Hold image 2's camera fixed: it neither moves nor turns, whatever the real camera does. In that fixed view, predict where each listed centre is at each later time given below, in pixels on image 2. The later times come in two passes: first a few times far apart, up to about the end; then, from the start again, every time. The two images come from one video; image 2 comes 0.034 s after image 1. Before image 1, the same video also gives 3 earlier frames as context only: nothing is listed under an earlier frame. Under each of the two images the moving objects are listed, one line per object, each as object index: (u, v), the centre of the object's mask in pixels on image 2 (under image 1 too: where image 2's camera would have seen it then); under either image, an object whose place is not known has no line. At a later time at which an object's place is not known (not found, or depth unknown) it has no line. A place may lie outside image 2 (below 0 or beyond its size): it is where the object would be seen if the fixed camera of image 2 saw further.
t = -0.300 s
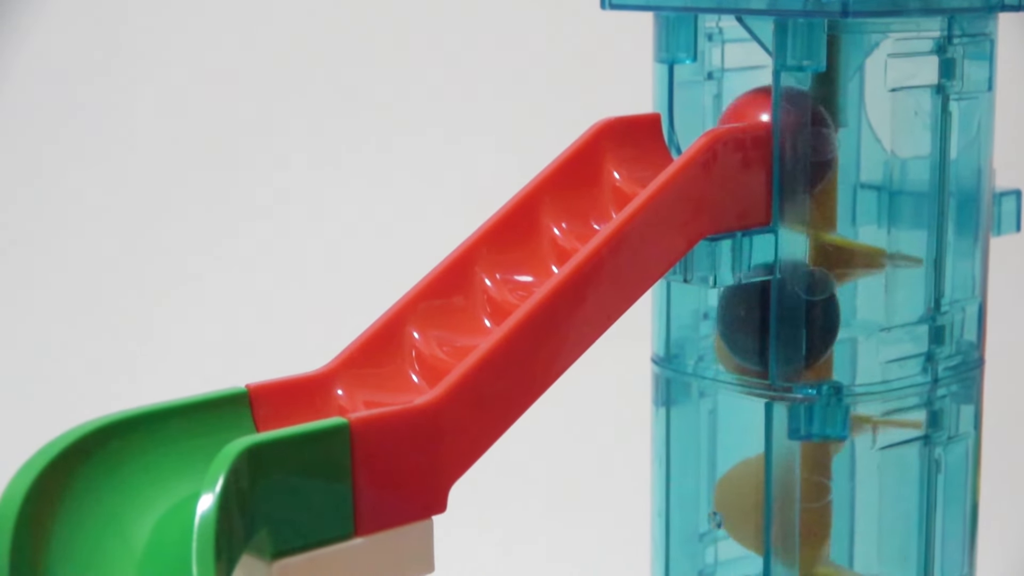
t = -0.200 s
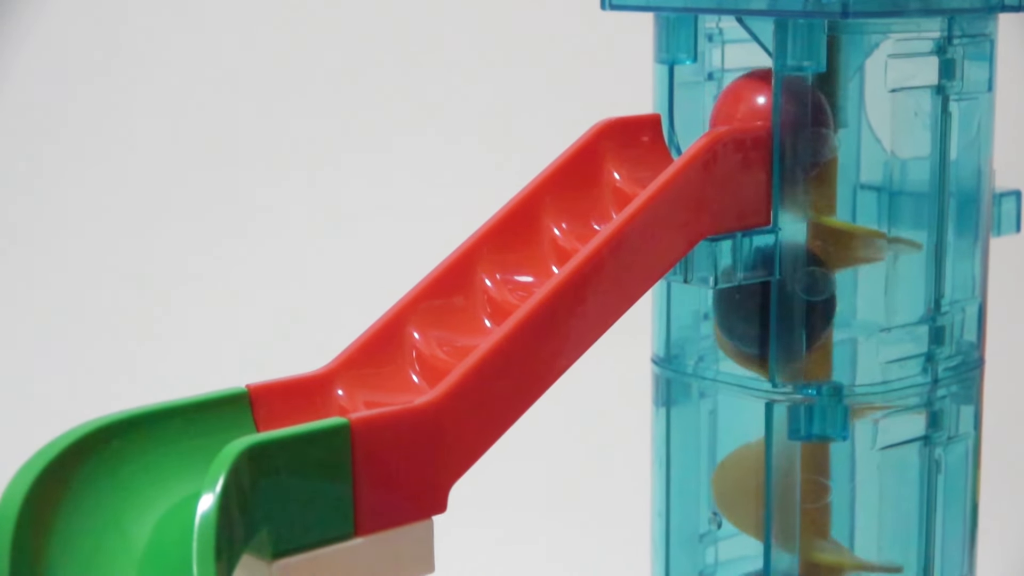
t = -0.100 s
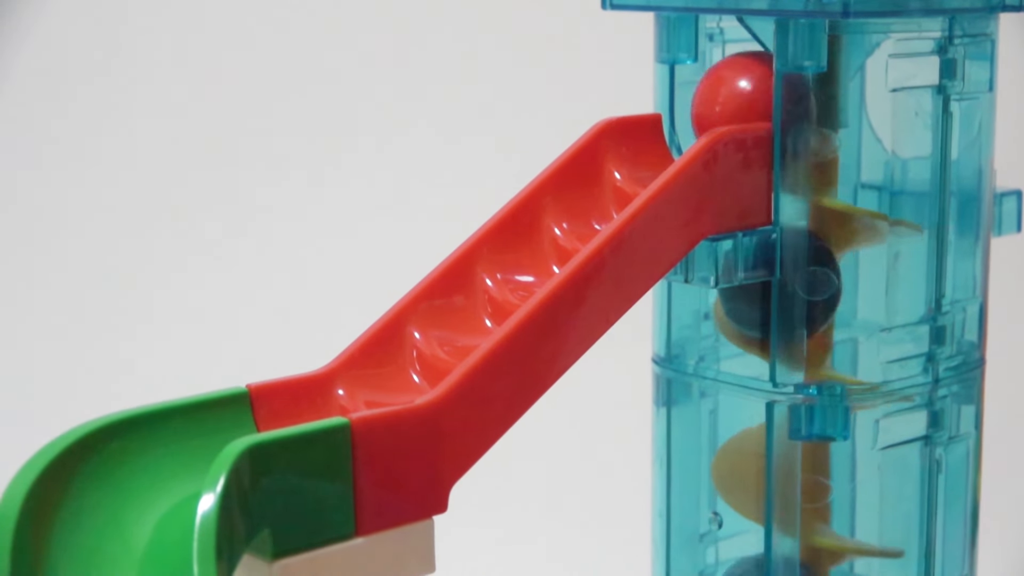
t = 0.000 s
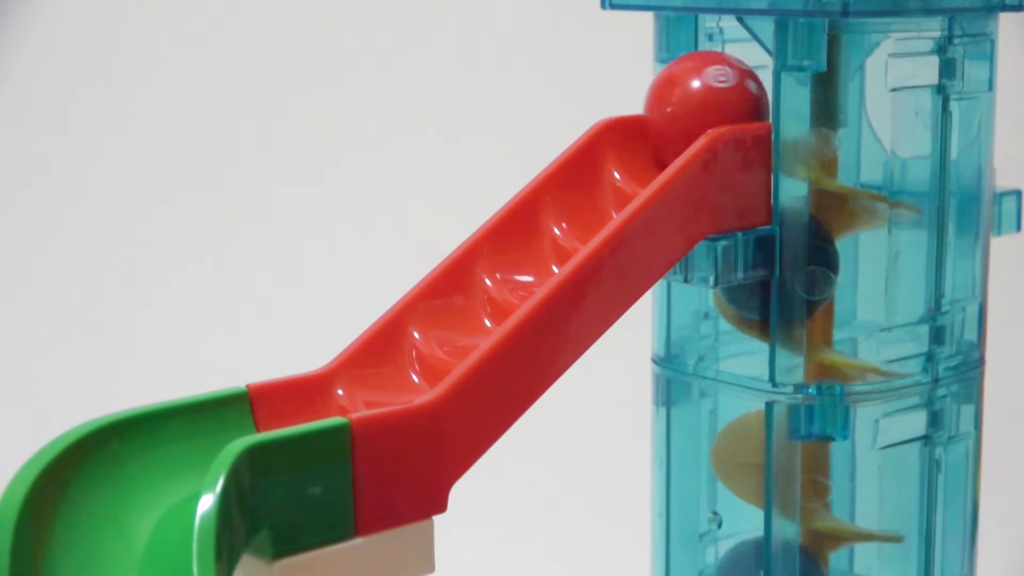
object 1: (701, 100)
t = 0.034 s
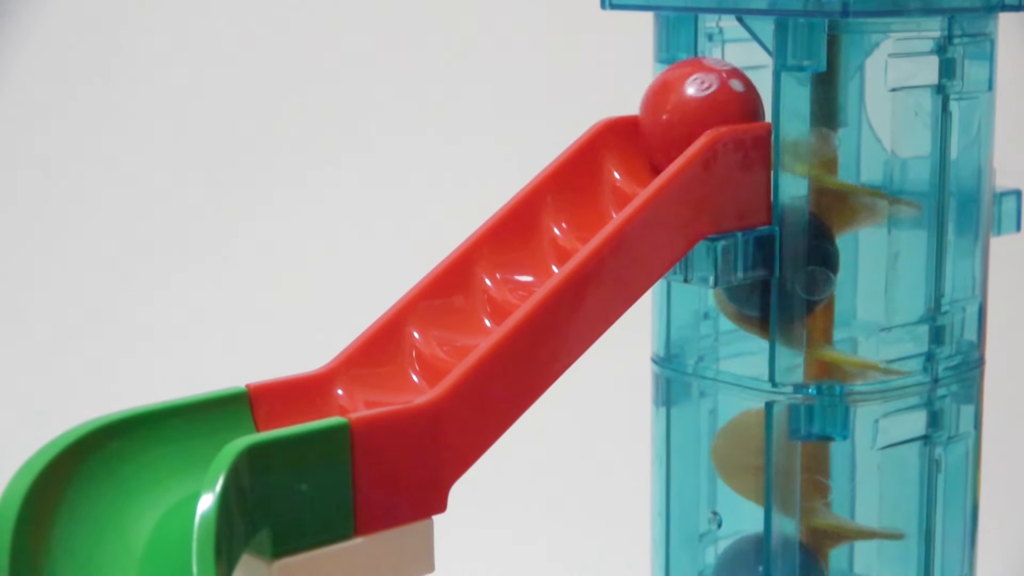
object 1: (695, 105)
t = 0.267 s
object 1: (644, 122)
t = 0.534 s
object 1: (541, 217)
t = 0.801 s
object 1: (404, 330)
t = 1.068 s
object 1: (228, 403)
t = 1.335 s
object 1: (100, 532)
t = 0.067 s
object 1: (691, 107)
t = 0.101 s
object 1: (681, 110)
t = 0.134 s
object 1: (672, 113)
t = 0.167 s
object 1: (664, 116)
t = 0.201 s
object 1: (659, 118)
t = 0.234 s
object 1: (652, 120)
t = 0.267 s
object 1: (644, 122)
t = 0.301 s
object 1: (634, 129)
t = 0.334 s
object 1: (623, 138)
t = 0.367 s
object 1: (610, 151)
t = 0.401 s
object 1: (595, 173)
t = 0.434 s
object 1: (590, 171)
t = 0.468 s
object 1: (580, 176)
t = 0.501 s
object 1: (567, 188)
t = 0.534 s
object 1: (541, 217)
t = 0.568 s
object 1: (529, 228)
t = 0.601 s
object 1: (514, 227)
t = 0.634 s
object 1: (493, 249)
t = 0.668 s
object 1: (470, 272)
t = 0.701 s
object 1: (457, 286)
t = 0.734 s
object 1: (446, 290)
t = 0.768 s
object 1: (429, 303)
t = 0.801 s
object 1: (404, 330)
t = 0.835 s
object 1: (380, 342)
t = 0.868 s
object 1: (353, 349)
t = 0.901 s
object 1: (332, 359)
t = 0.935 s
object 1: (313, 375)
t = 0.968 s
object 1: (296, 382)
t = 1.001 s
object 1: (274, 387)
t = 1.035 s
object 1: (252, 394)
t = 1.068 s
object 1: (228, 403)
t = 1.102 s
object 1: (204, 412)
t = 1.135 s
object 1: (183, 422)
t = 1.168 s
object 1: (163, 433)
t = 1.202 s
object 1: (145, 448)
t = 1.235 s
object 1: (129, 466)
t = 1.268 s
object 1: (116, 492)
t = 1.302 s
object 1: (105, 512)
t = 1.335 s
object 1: (100, 532)
